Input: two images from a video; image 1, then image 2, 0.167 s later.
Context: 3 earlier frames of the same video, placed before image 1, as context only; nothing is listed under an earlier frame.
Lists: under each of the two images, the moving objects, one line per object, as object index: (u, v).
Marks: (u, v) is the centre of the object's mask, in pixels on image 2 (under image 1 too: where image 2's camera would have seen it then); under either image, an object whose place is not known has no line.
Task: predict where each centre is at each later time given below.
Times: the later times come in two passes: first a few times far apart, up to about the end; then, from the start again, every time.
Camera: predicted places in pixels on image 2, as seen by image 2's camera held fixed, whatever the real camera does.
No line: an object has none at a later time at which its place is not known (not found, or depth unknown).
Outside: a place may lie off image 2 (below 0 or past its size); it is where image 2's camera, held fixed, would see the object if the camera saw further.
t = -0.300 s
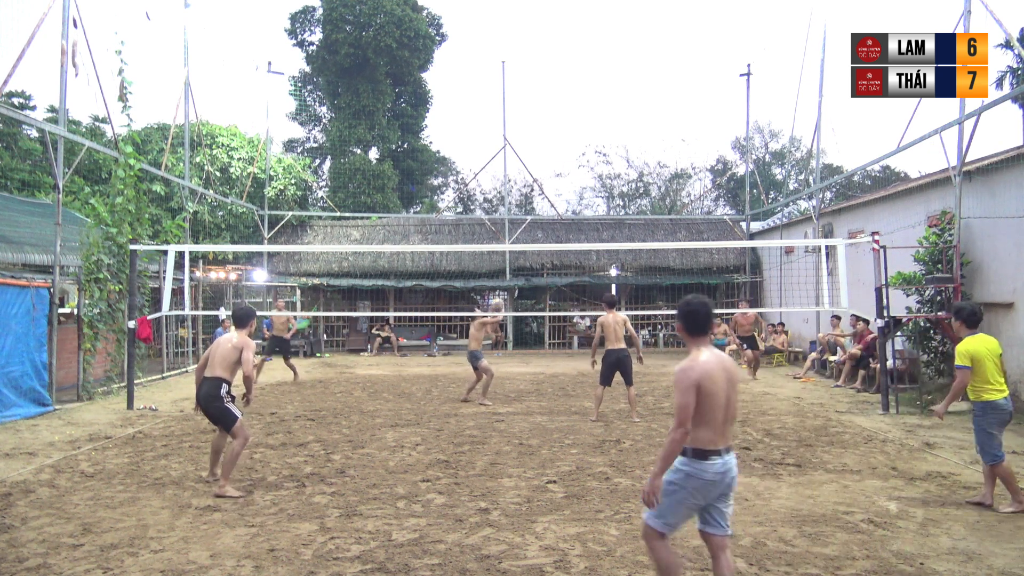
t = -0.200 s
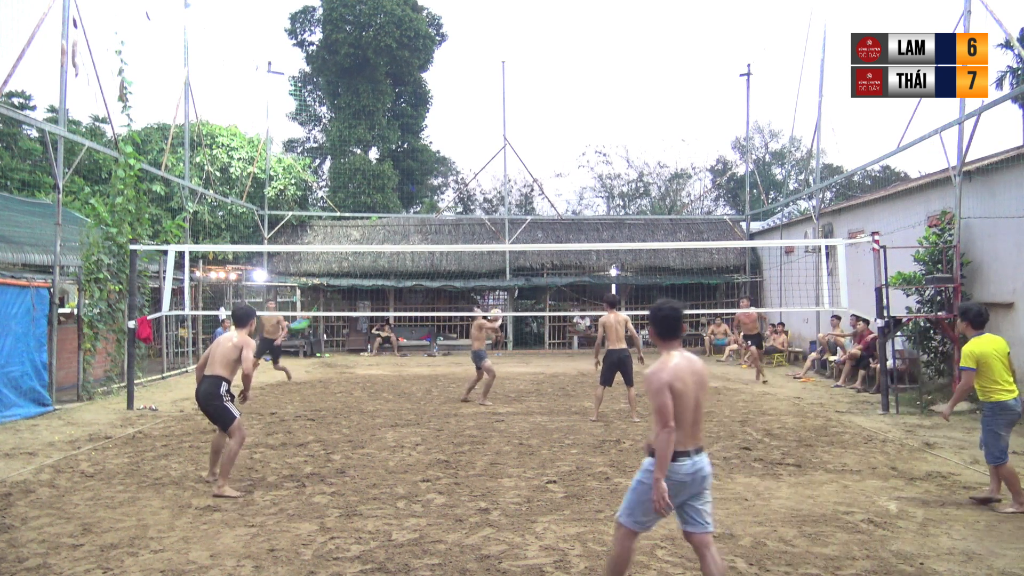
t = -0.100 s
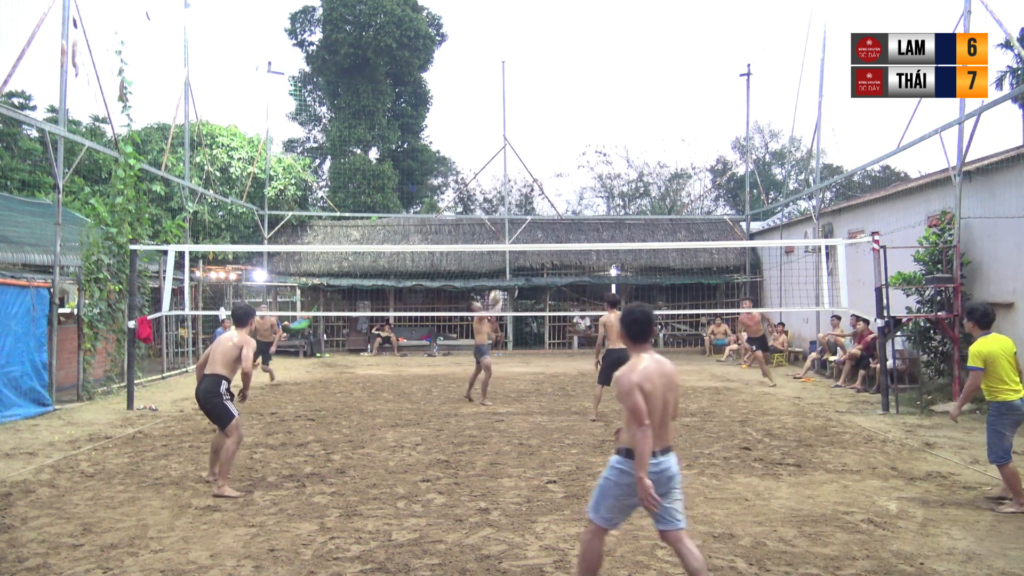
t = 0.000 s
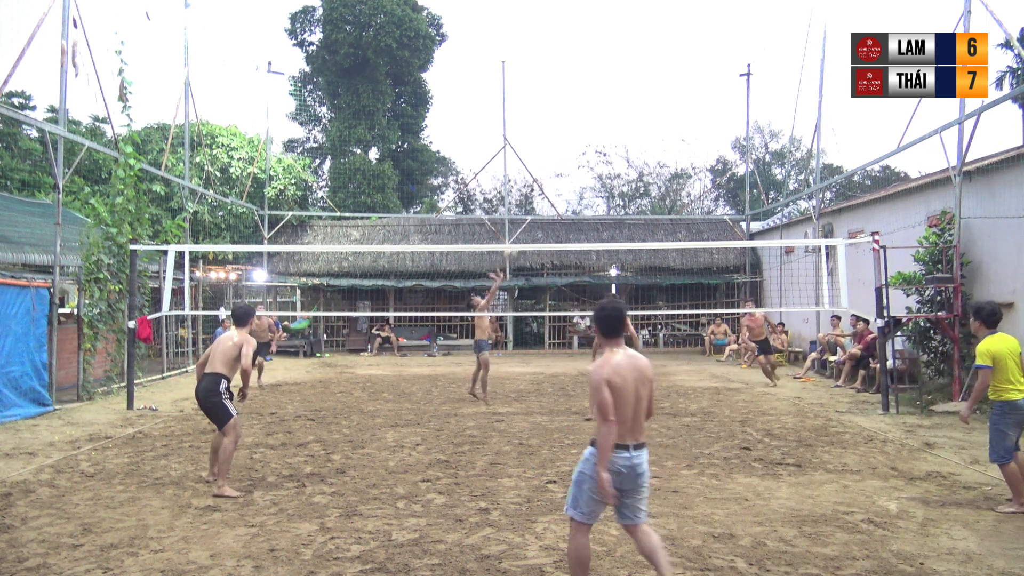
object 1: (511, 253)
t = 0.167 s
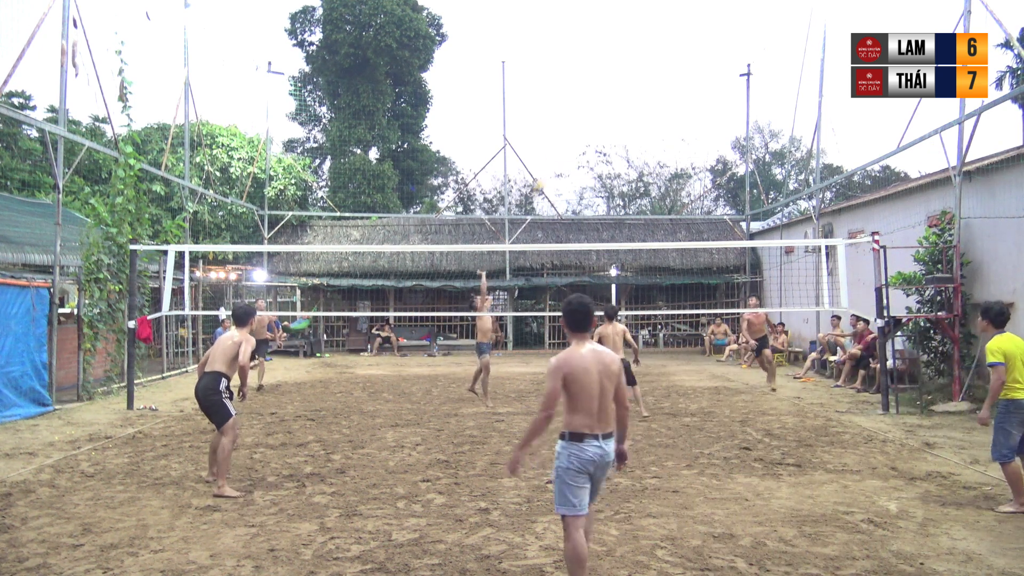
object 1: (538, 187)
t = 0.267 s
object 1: (553, 156)
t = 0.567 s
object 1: (599, 101)
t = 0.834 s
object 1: (642, 100)
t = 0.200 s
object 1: (543, 177)
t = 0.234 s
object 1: (548, 166)
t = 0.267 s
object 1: (553, 156)
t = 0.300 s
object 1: (558, 147)
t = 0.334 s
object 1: (563, 139)
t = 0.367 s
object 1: (568, 131)
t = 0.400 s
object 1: (573, 124)
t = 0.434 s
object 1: (579, 118)
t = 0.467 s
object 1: (583, 113)
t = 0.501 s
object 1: (589, 108)
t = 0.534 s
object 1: (594, 104)
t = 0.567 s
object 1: (599, 101)
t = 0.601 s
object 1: (607, 97)
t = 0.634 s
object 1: (610, 97)
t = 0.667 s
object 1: (615, 95)
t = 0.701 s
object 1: (621, 95)
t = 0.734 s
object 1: (626, 95)
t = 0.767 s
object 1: (631, 96)
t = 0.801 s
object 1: (637, 98)
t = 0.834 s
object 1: (642, 100)
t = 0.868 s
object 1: (648, 103)
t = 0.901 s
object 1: (653, 107)
